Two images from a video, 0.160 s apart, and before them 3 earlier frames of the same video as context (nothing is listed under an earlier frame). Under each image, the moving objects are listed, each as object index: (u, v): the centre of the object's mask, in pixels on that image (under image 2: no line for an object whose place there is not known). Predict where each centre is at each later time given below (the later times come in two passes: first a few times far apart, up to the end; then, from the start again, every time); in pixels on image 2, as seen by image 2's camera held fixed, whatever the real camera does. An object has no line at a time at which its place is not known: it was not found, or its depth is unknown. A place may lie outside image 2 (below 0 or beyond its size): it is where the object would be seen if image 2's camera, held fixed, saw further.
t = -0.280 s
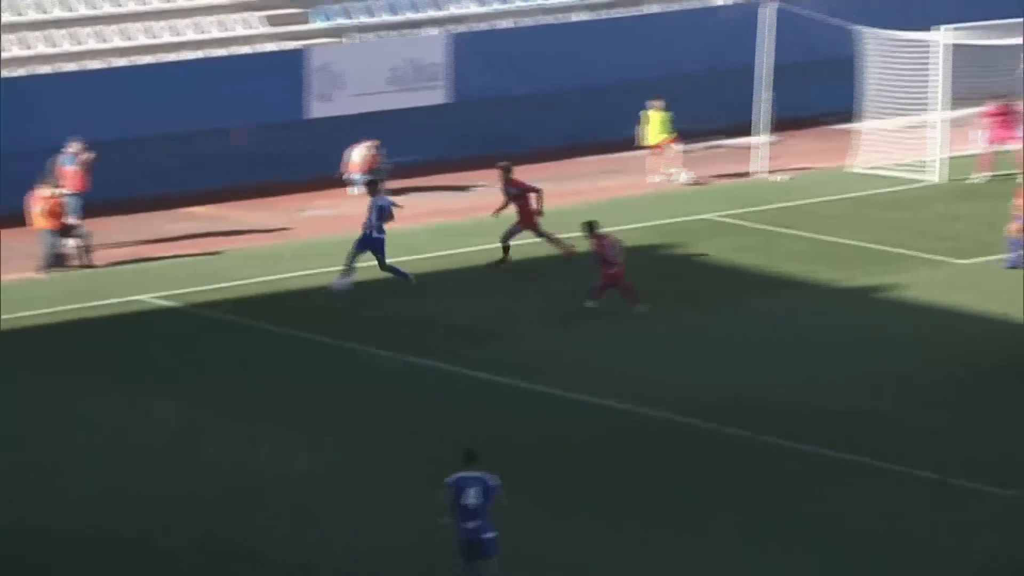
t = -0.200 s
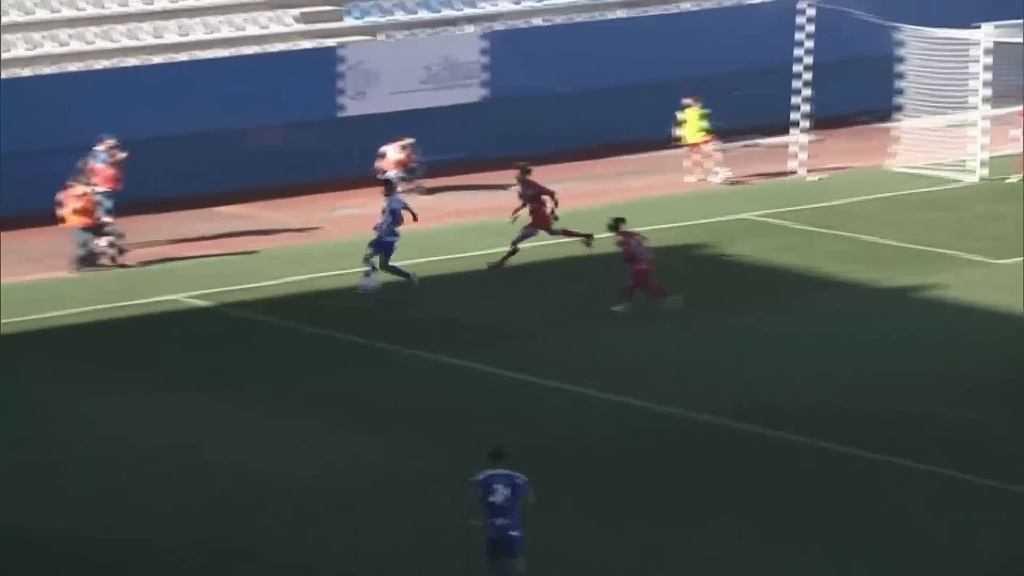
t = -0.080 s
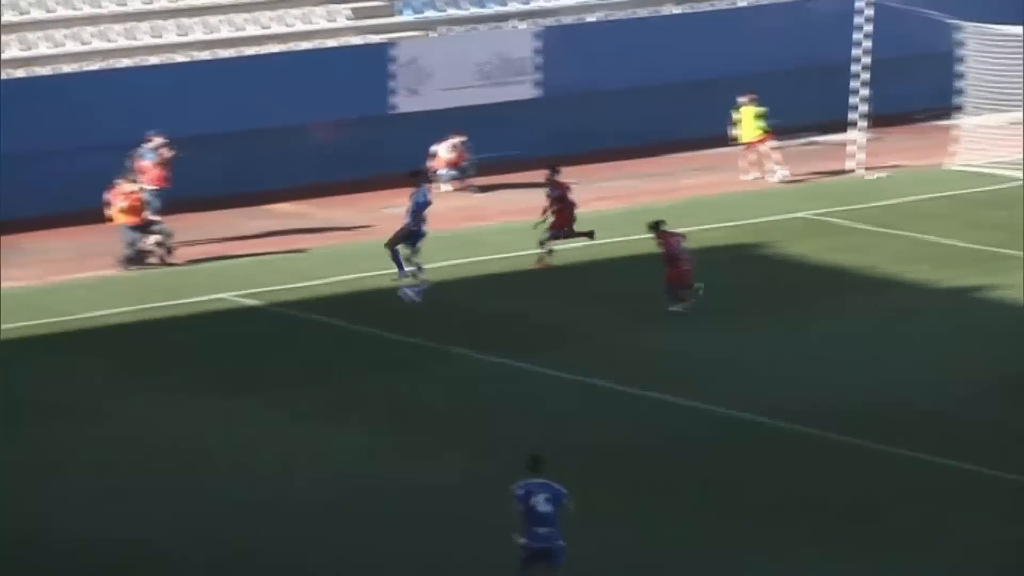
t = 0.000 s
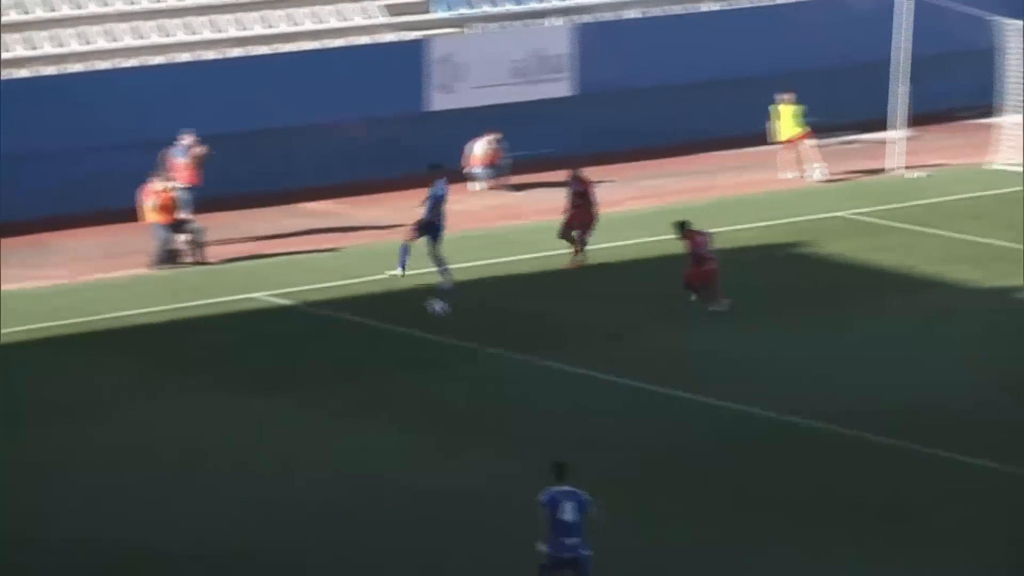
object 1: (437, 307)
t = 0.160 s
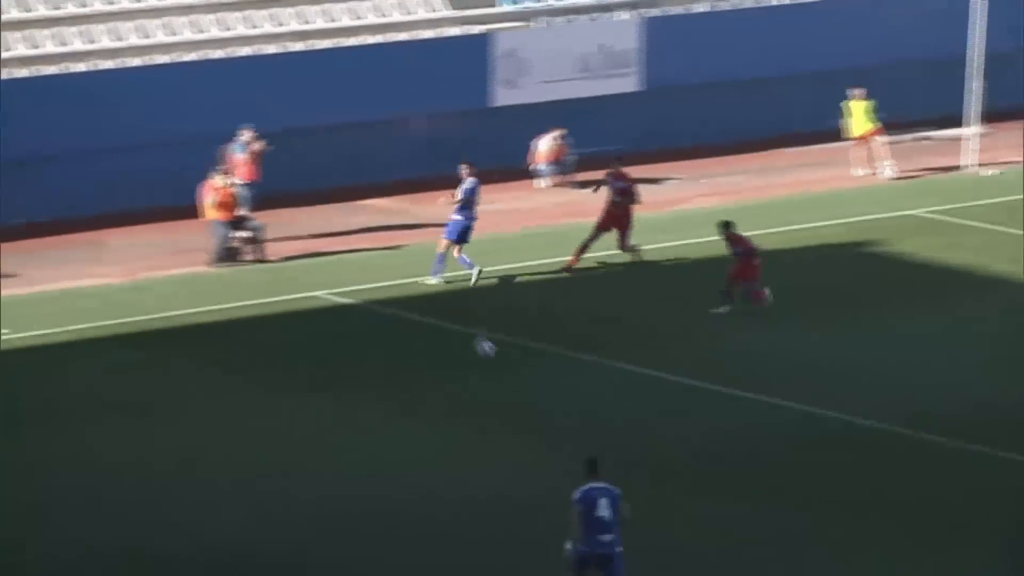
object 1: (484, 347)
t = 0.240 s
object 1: (481, 348)
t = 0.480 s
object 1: (468, 372)
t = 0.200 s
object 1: (483, 349)
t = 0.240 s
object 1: (481, 348)
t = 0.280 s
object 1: (478, 349)
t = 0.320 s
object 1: (476, 351)
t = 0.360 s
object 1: (475, 354)
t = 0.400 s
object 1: (472, 359)
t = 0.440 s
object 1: (470, 364)
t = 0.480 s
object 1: (468, 372)
